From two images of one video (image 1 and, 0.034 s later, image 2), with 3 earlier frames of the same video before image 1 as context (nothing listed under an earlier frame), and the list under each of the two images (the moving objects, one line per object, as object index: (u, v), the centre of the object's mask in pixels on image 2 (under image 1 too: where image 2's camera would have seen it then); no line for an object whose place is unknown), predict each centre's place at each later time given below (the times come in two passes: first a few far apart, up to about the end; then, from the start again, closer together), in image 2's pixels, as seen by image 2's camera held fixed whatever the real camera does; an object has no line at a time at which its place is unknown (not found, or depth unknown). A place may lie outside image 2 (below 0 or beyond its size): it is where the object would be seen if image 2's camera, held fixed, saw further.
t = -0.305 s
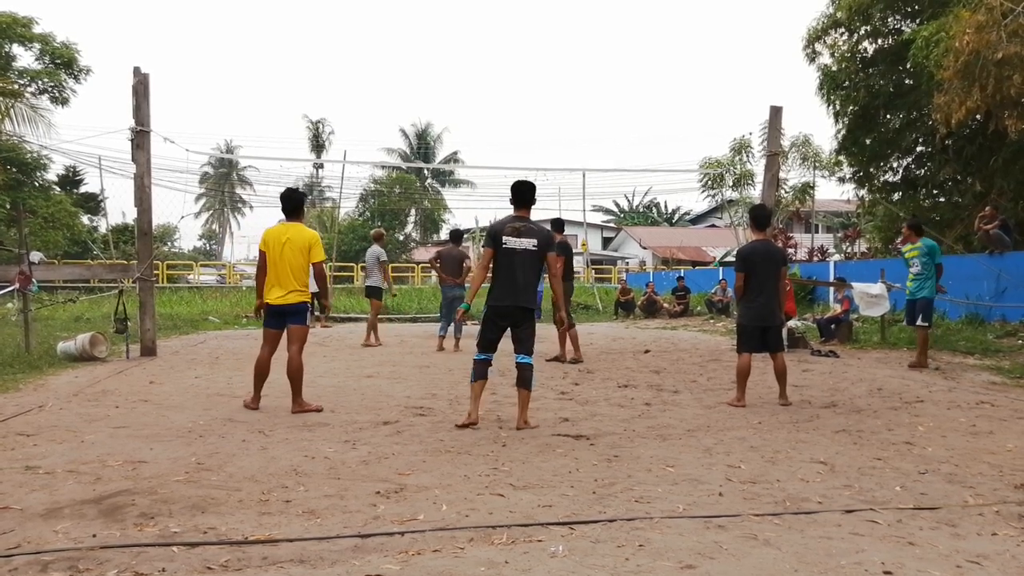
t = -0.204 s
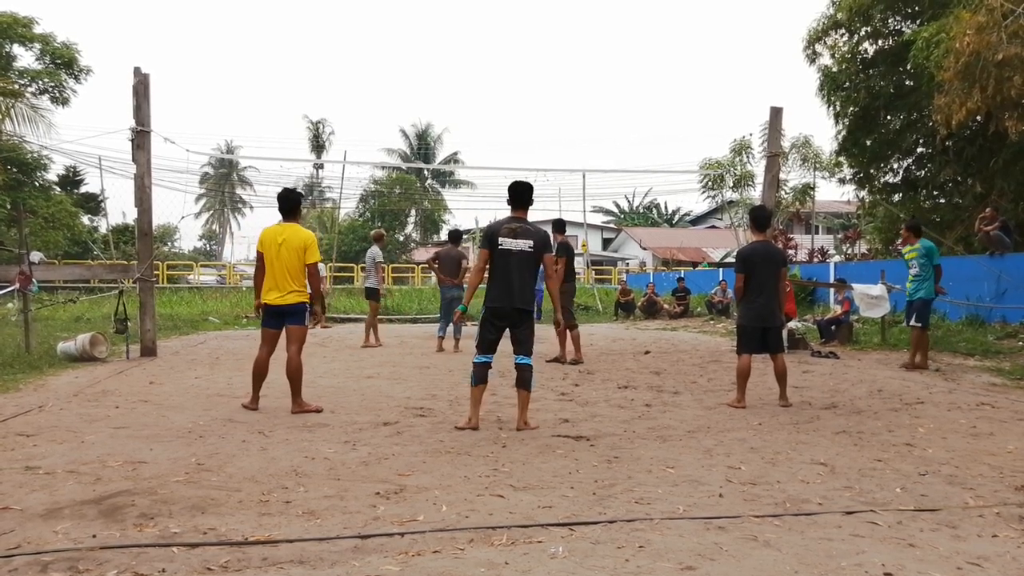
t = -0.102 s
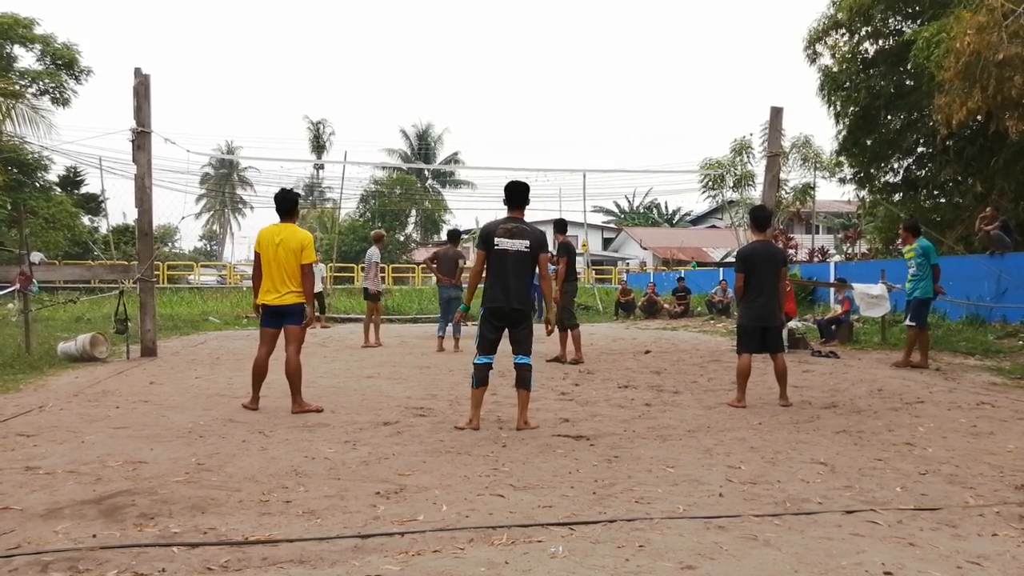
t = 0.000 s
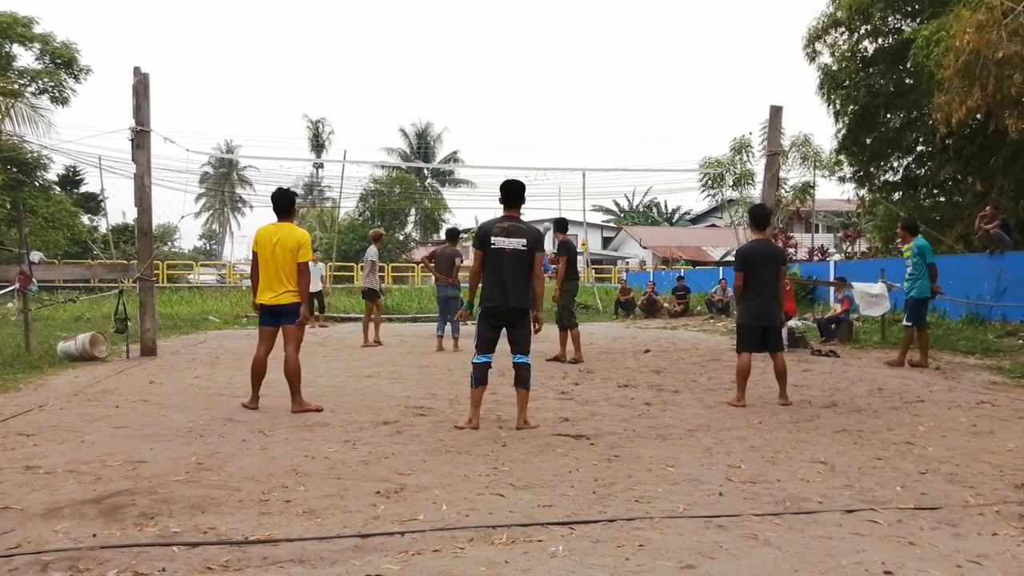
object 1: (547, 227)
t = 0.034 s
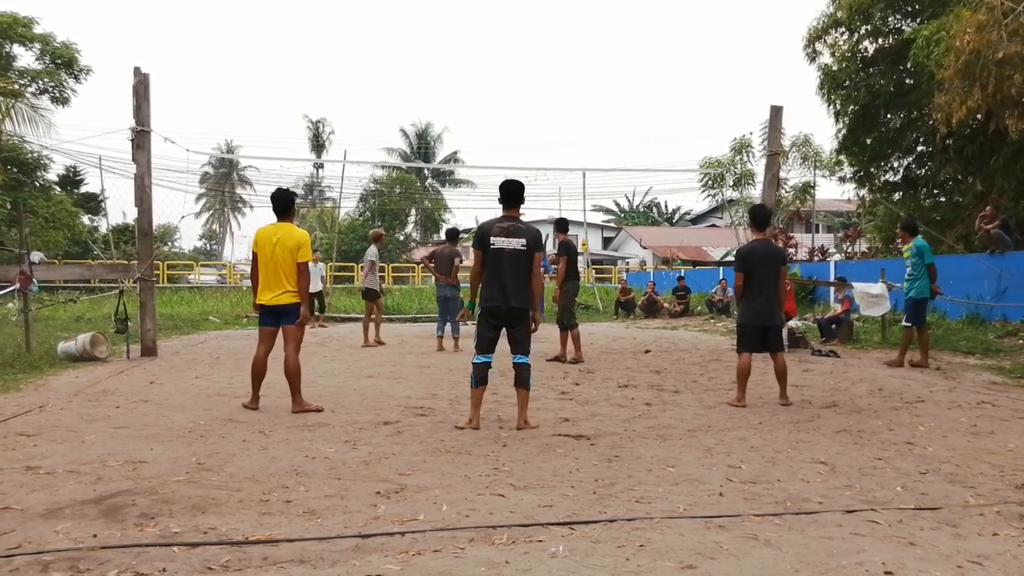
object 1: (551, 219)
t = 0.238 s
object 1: (577, 178)
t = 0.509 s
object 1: (620, 141)
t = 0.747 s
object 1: (667, 134)
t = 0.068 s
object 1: (555, 213)
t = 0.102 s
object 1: (559, 205)
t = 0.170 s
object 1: (567, 191)
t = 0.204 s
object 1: (572, 185)
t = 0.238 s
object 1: (577, 178)
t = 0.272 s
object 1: (582, 174)
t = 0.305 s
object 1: (587, 167)
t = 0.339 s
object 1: (592, 162)
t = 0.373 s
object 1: (597, 157)
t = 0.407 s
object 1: (603, 153)
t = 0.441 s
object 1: (609, 149)
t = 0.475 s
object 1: (614, 145)
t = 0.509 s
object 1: (620, 141)
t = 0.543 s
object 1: (625, 138)
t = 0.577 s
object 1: (631, 136)
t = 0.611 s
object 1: (638, 134)
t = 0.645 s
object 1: (645, 133)
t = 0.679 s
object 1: (652, 132)
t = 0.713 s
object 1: (660, 132)
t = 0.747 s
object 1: (667, 134)
